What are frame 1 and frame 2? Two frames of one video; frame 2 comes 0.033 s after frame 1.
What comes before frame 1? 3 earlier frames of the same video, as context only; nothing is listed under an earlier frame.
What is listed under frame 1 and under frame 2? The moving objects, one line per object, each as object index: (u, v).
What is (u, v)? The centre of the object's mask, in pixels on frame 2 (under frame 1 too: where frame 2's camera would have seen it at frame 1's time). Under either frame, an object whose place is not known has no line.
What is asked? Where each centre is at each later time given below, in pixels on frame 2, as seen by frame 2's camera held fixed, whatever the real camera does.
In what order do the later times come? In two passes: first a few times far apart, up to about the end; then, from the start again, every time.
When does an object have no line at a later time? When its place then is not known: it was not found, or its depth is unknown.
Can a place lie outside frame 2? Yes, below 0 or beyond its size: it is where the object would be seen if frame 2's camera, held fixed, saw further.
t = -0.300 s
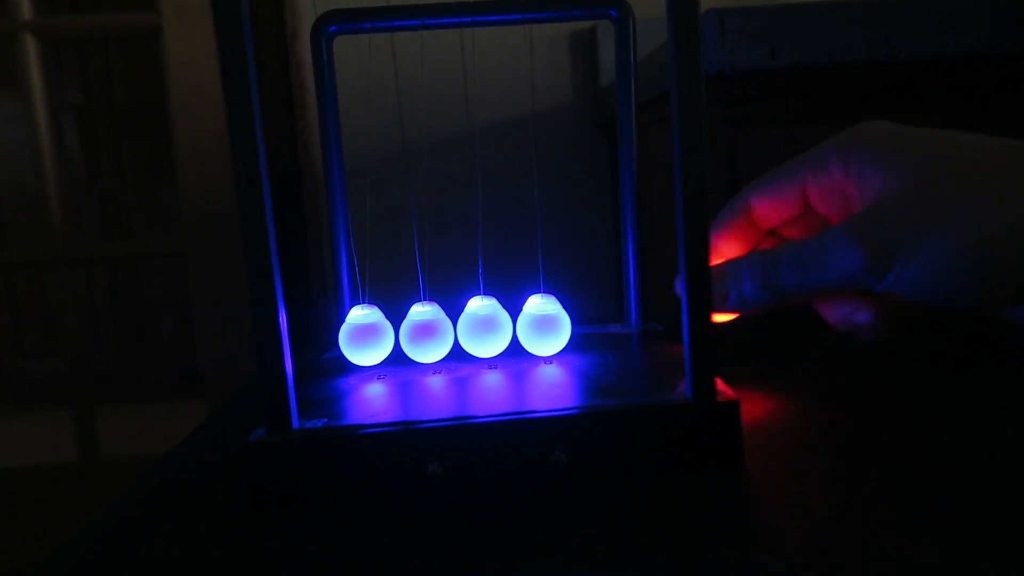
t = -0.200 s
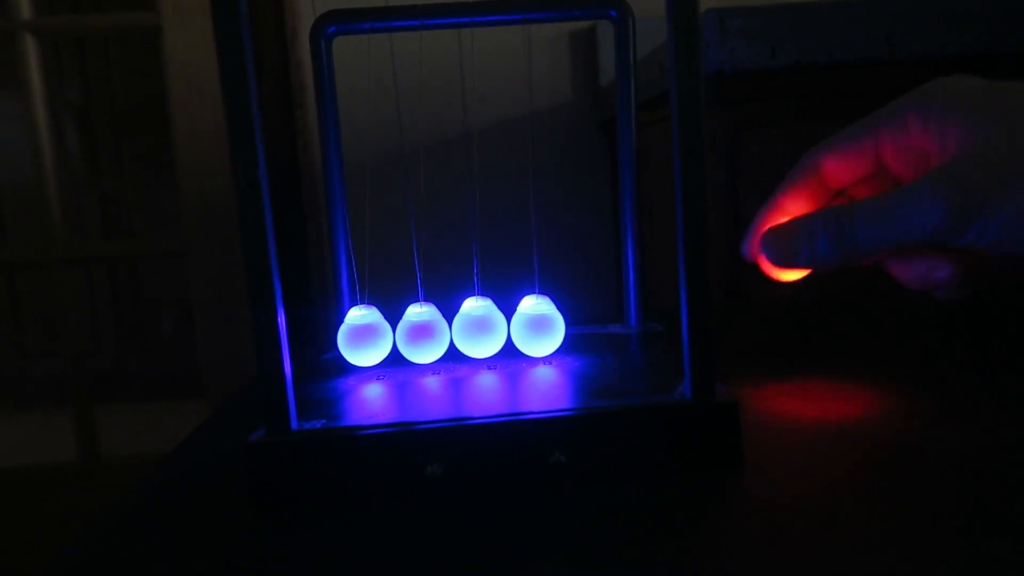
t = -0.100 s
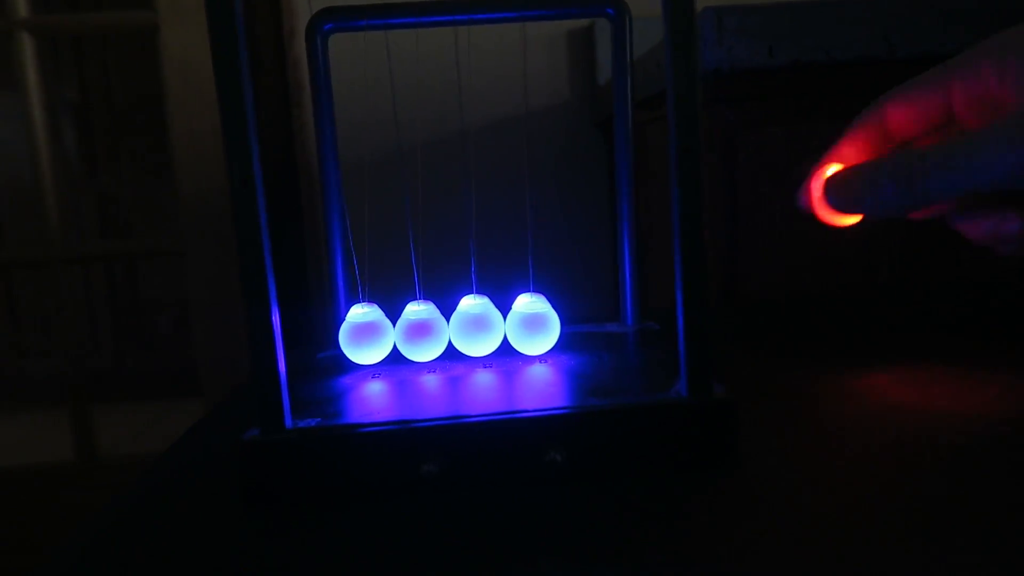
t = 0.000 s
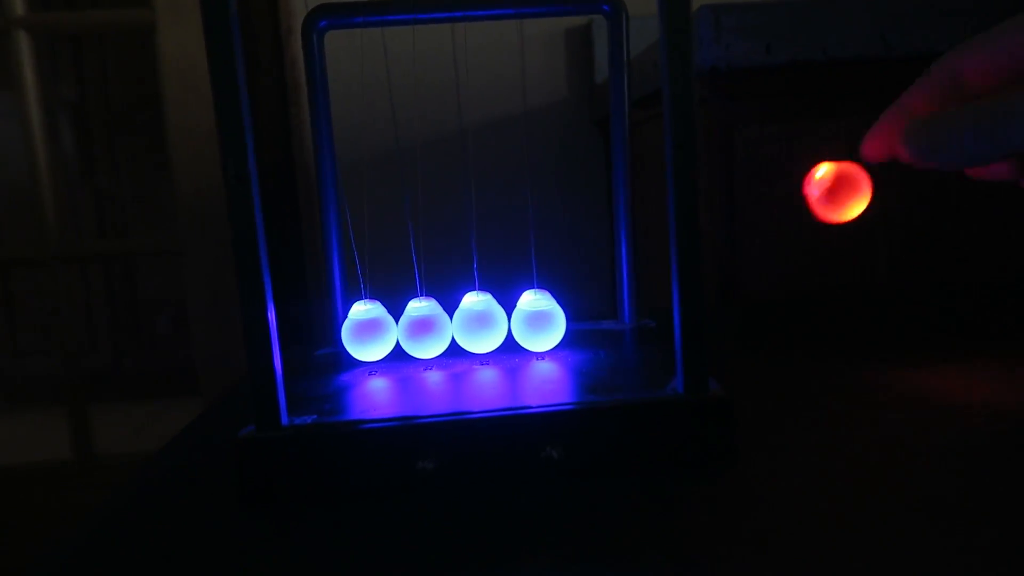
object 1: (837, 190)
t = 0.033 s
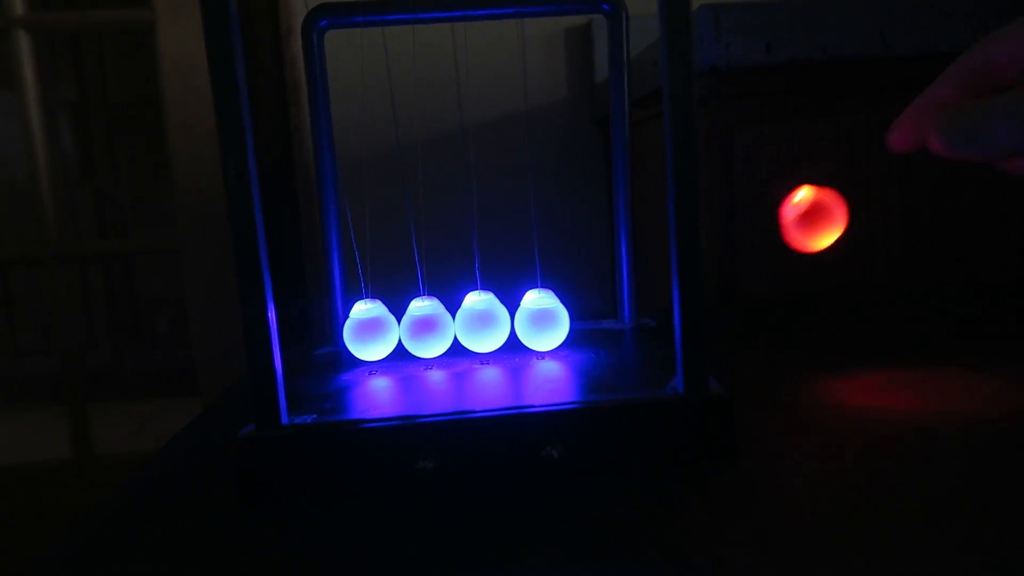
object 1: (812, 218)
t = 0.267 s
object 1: (602, 315)
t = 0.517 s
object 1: (588, 316)
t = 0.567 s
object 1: (604, 315)
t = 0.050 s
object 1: (794, 235)
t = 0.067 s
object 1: (771, 253)
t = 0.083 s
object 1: (743, 270)
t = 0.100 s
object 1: (724, 284)
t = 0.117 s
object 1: (660, 303)
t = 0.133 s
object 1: (639, 310)
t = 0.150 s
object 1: (608, 315)
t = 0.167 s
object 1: (605, 315)
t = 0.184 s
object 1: (605, 315)
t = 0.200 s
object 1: (605, 315)
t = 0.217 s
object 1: (604, 315)
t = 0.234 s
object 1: (604, 315)
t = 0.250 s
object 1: (603, 315)
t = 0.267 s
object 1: (602, 315)
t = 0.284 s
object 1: (601, 316)
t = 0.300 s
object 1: (599, 316)
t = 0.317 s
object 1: (598, 316)
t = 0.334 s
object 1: (597, 316)
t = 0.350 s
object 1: (595, 316)
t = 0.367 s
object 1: (594, 316)
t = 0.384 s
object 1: (593, 316)
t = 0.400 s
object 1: (592, 316)
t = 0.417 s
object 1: (591, 316)
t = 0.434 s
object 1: (591, 316)
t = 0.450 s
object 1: (590, 316)
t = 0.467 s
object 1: (589, 317)
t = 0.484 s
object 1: (589, 317)
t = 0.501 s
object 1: (588, 317)
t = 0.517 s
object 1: (588, 316)
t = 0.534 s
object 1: (587, 316)
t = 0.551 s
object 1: (587, 316)
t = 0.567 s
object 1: (604, 315)
